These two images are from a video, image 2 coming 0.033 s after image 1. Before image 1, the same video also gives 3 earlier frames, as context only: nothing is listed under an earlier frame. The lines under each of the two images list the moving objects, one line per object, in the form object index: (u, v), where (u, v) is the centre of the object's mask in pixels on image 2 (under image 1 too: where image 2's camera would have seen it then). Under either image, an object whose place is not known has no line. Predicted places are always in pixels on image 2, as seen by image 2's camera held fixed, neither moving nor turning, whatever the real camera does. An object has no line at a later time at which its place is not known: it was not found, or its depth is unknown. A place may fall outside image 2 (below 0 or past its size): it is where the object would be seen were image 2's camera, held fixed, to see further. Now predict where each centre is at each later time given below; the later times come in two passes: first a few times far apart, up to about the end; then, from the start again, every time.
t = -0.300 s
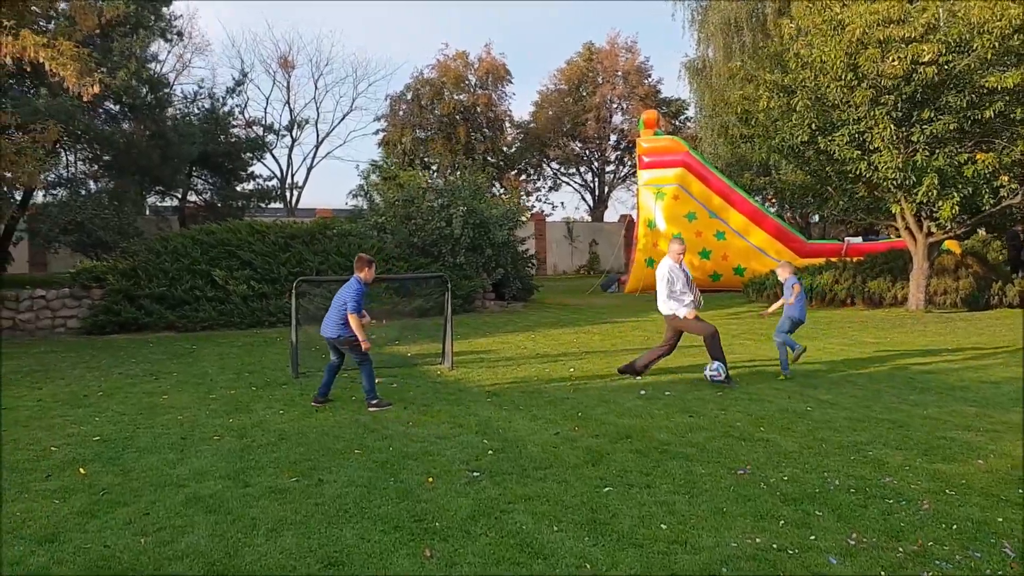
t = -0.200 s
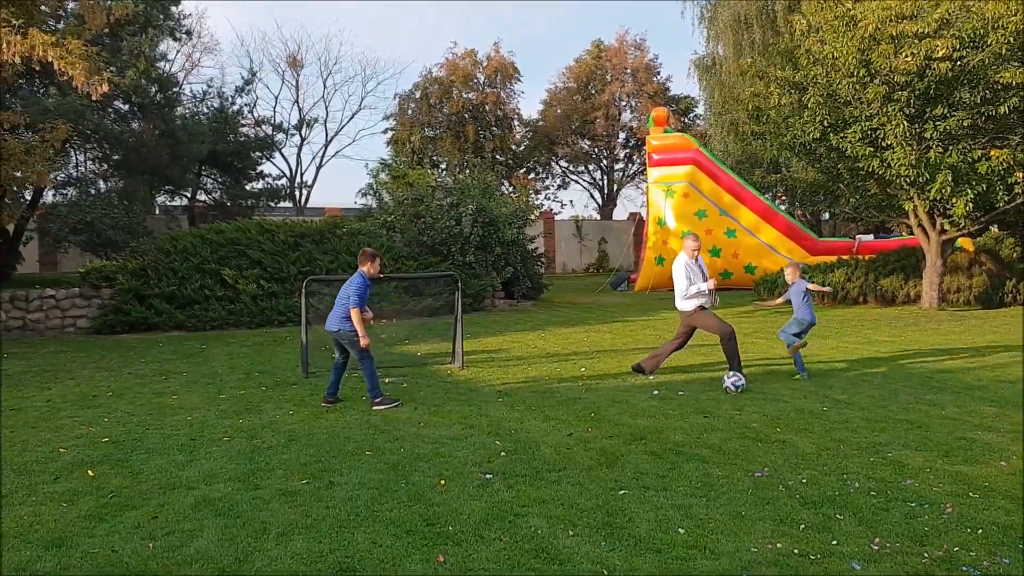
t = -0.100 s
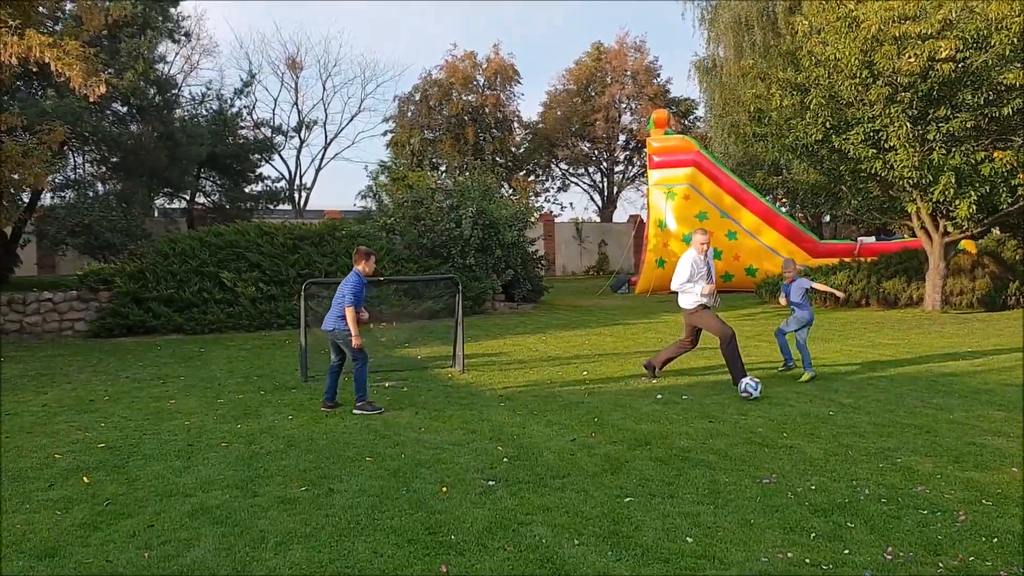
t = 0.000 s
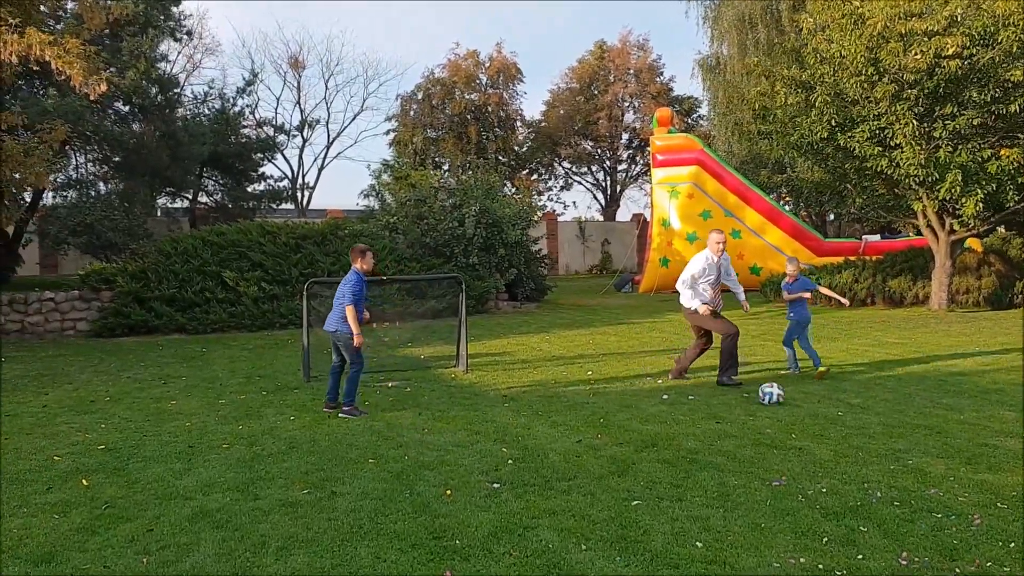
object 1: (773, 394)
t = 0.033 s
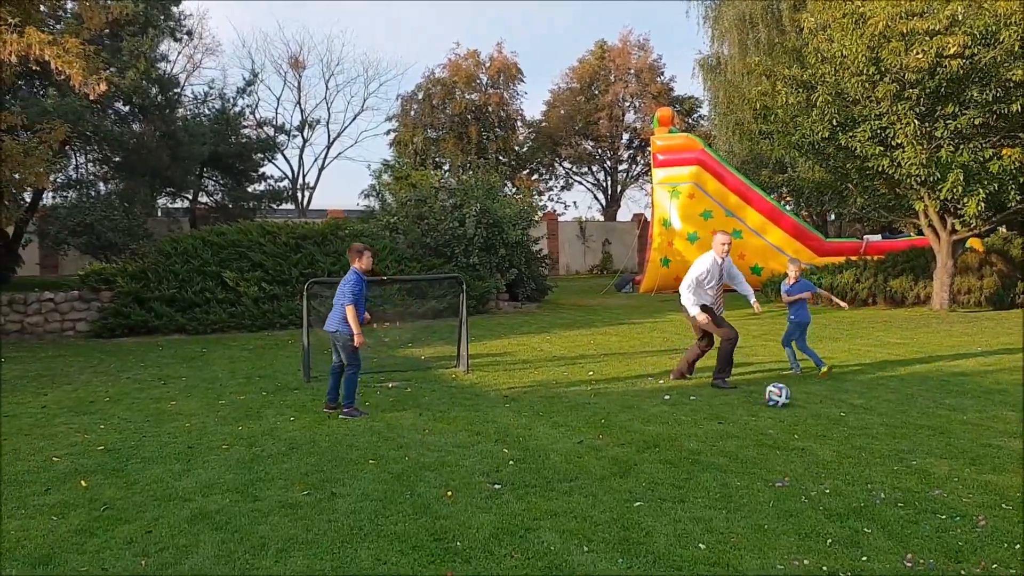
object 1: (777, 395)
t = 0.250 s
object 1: (807, 405)
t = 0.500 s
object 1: (845, 416)
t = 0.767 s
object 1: (891, 428)
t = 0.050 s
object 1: (780, 395)
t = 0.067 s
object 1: (782, 396)
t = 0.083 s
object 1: (784, 396)
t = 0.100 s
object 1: (786, 397)
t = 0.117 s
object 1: (789, 398)
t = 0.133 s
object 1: (791, 399)
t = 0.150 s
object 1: (793, 401)
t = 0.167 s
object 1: (796, 401)
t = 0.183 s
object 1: (798, 402)
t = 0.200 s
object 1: (800, 403)
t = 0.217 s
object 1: (803, 404)
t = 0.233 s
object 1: (805, 404)
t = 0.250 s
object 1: (807, 405)
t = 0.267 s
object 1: (810, 405)
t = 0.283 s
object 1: (812, 406)
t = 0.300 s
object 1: (815, 407)
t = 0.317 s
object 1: (817, 408)
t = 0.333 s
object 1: (820, 409)
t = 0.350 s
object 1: (822, 410)
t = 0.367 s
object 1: (825, 411)
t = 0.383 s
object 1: (827, 412)
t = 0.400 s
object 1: (830, 412)
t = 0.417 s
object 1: (832, 412)
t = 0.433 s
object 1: (835, 413)
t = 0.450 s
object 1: (838, 414)
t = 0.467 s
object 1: (840, 415)
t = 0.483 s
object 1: (843, 416)
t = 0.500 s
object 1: (845, 416)
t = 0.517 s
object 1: (849, 417)
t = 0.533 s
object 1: (851, 418)
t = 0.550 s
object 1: (853, 418)
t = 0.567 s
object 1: (856, 419)
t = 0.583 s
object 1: (859, 420)
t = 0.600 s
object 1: (861, 421)
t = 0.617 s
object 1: (864, 421)
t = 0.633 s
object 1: (868, 423)
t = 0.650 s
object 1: (871, 423)
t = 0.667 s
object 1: (874, 424)
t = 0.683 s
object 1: (877, 425)
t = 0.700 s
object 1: (880, 426)
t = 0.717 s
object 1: (883, 427)
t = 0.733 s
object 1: (885, 427)
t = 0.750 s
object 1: (888, 427)
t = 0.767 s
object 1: (891, 428)
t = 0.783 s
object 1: (894, 429)
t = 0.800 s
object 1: (897, 430)
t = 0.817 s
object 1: (900, 431)
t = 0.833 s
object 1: (904, 432)
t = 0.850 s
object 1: (906, 432)
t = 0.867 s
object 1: (910, 433)
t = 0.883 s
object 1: (913, 434)
